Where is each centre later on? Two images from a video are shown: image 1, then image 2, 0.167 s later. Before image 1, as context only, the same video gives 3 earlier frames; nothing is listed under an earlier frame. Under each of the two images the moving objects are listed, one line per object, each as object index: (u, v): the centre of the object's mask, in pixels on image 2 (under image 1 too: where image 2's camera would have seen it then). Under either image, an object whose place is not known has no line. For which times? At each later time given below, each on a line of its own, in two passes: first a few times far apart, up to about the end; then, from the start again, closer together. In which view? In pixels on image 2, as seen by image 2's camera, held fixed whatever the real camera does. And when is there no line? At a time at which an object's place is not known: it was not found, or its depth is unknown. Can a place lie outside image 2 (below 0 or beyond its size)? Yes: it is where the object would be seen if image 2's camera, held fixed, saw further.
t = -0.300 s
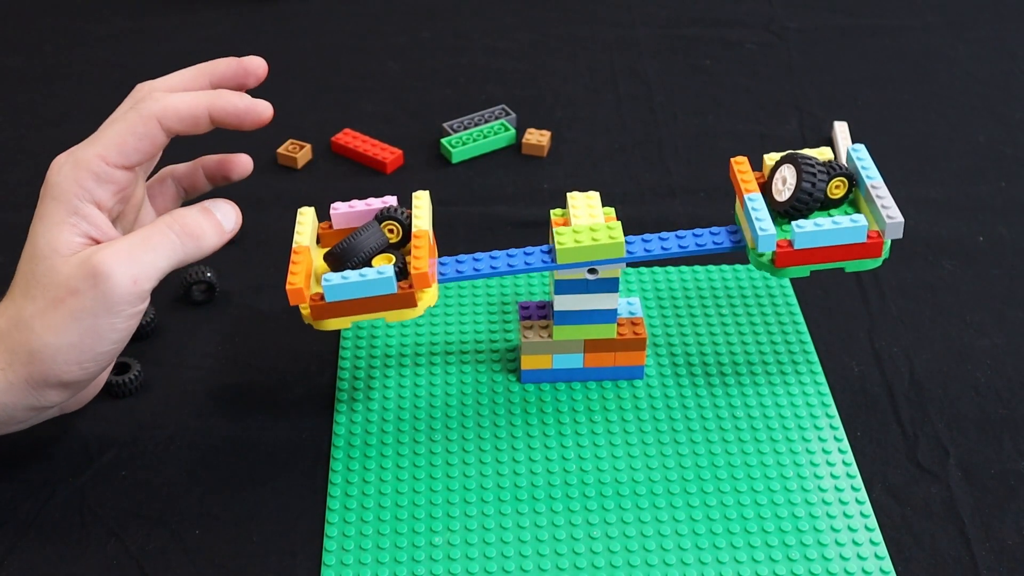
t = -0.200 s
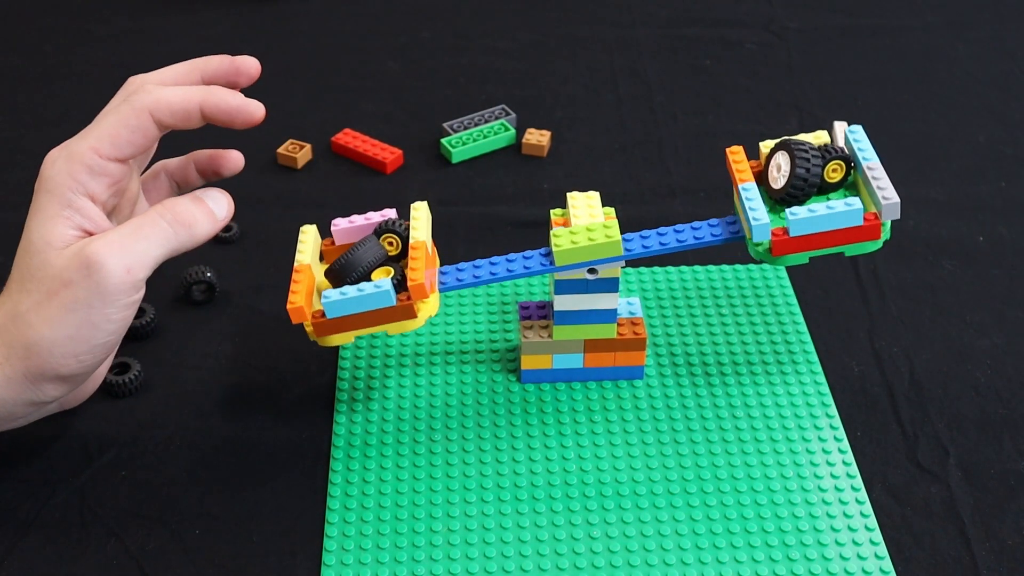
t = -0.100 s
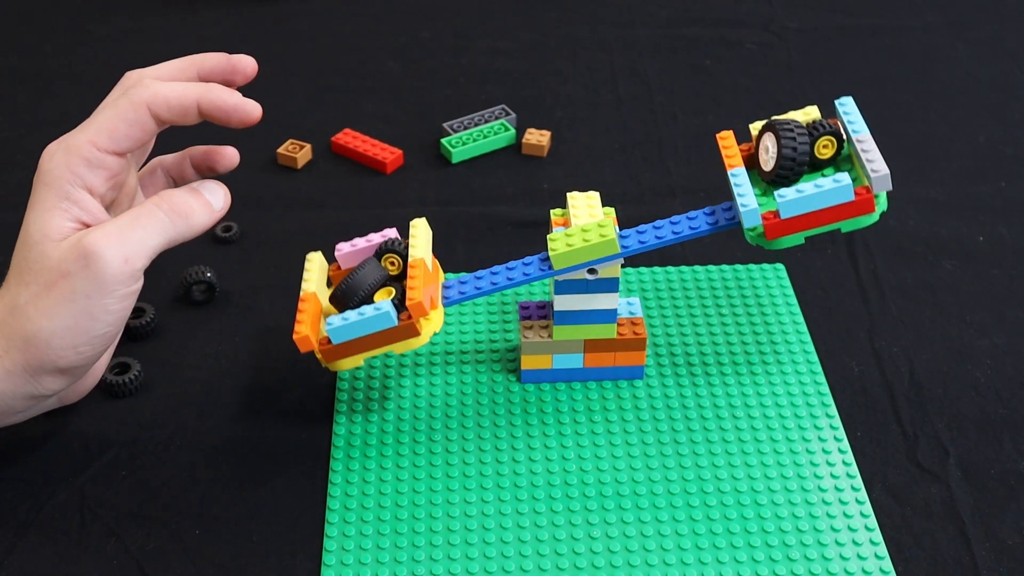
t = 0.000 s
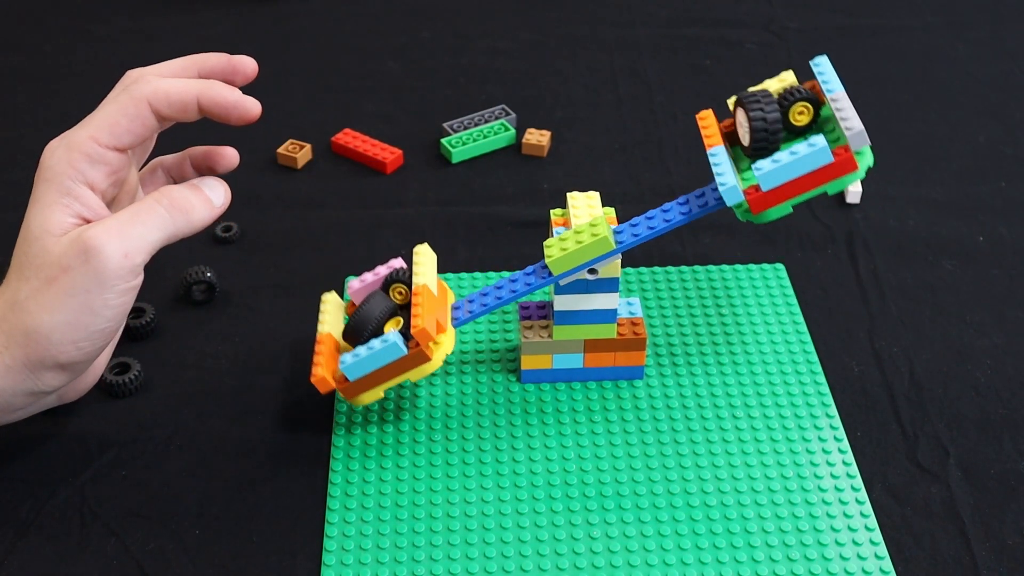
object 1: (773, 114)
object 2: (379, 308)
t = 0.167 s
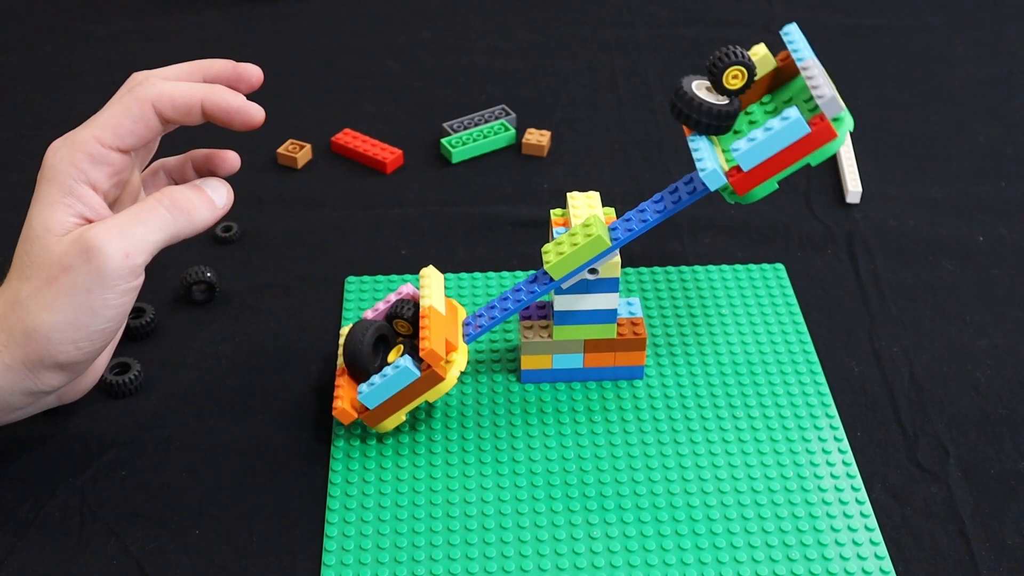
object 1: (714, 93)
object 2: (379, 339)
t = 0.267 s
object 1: (739, 99)
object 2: (378, 335)
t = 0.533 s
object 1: (731, 94)
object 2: (380, 340)
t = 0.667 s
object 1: (732, 94)
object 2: (380, 339)
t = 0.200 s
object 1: (725, 97)
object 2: (374, 333)
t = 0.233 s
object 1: (733, 97)
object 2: (374, 331)
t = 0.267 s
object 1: (739, 99)
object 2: (378, 335)
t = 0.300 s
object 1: (736, 94)
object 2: (379, 338)
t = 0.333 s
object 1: (728, 91)
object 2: (380, 341)
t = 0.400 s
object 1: (734, 95)
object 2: (379, 340)
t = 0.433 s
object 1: (736, 96)
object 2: (379, 337)
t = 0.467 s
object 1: (733, 94)
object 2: (379, 336)
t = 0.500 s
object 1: (731, 94)
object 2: (380, 339)
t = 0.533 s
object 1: (731, 94)
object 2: (380, 340)
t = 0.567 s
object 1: (732, 94)
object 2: (380, 339)
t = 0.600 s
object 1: (733, 95)
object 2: (379, 338)
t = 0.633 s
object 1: (733, 95)
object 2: (379, 338)
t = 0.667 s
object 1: (732, 94)
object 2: (380, 339)
